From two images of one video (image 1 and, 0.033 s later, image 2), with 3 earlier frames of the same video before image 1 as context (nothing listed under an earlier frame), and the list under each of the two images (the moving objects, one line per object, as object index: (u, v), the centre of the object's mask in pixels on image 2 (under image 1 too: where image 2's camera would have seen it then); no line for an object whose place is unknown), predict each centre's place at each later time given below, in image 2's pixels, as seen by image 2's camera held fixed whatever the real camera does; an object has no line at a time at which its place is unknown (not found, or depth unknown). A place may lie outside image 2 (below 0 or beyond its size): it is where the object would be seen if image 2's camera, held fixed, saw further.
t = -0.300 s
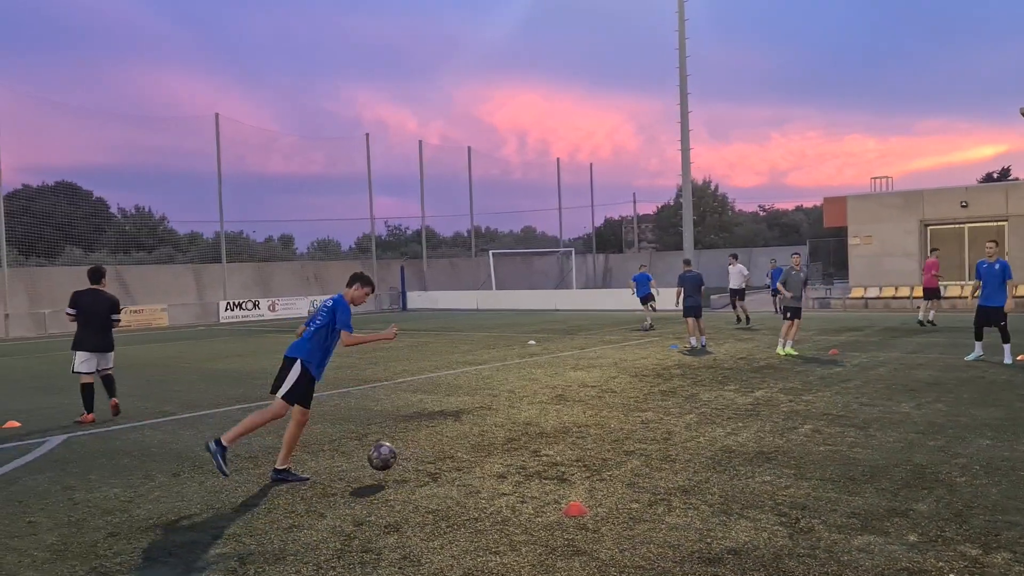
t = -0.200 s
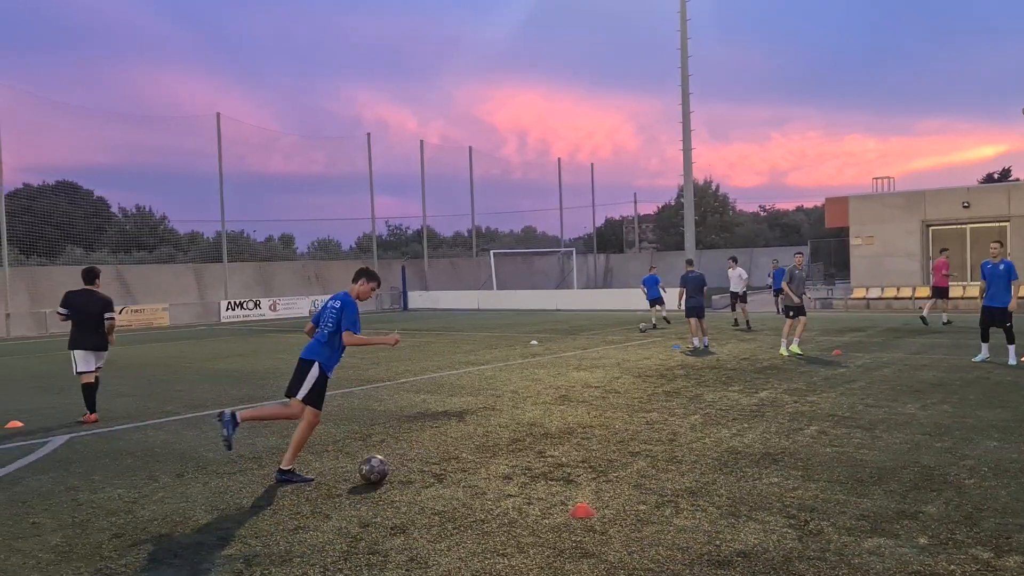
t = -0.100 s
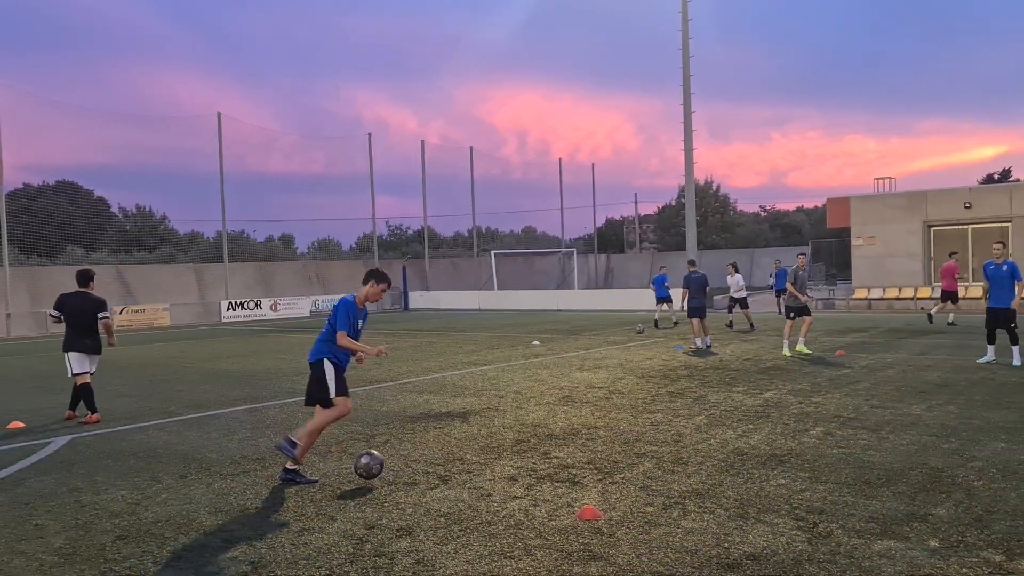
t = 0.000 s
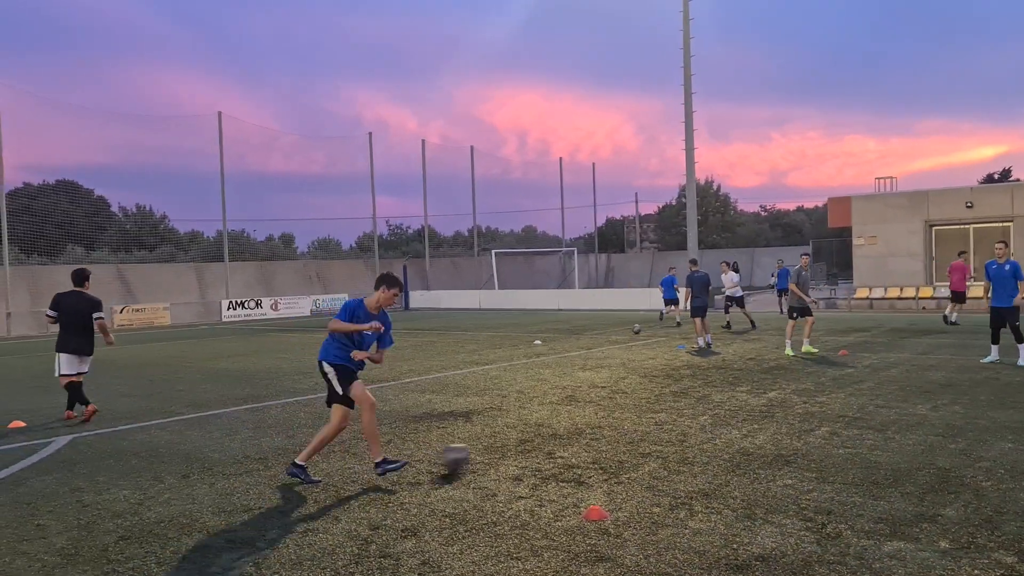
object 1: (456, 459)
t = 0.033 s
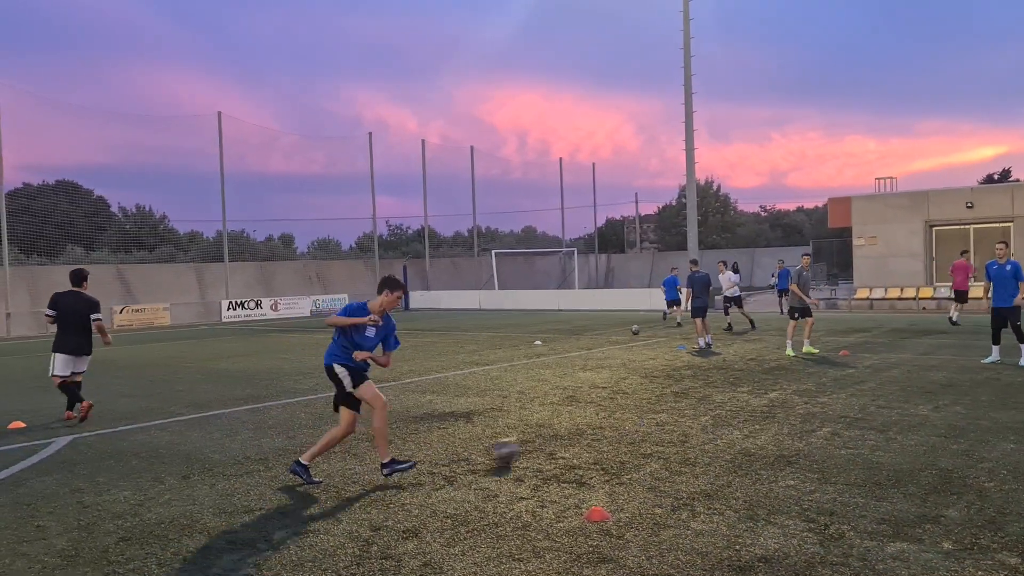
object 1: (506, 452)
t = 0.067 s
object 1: (550, 442)
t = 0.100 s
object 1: (591, 435)
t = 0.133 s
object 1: (631, 430)
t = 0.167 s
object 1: (669, 426)
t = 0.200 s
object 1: (704, 424)
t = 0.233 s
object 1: (735, 422)
